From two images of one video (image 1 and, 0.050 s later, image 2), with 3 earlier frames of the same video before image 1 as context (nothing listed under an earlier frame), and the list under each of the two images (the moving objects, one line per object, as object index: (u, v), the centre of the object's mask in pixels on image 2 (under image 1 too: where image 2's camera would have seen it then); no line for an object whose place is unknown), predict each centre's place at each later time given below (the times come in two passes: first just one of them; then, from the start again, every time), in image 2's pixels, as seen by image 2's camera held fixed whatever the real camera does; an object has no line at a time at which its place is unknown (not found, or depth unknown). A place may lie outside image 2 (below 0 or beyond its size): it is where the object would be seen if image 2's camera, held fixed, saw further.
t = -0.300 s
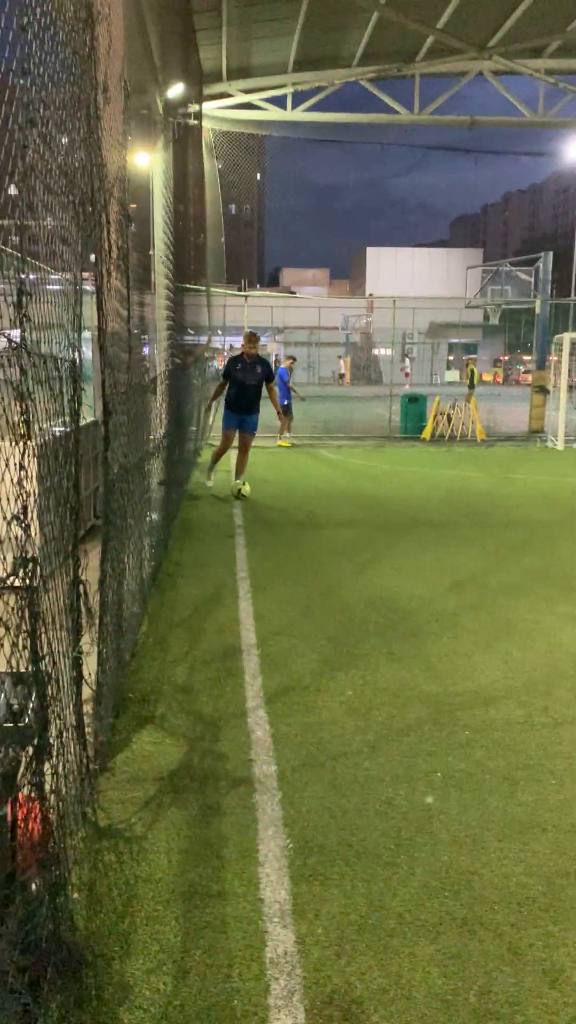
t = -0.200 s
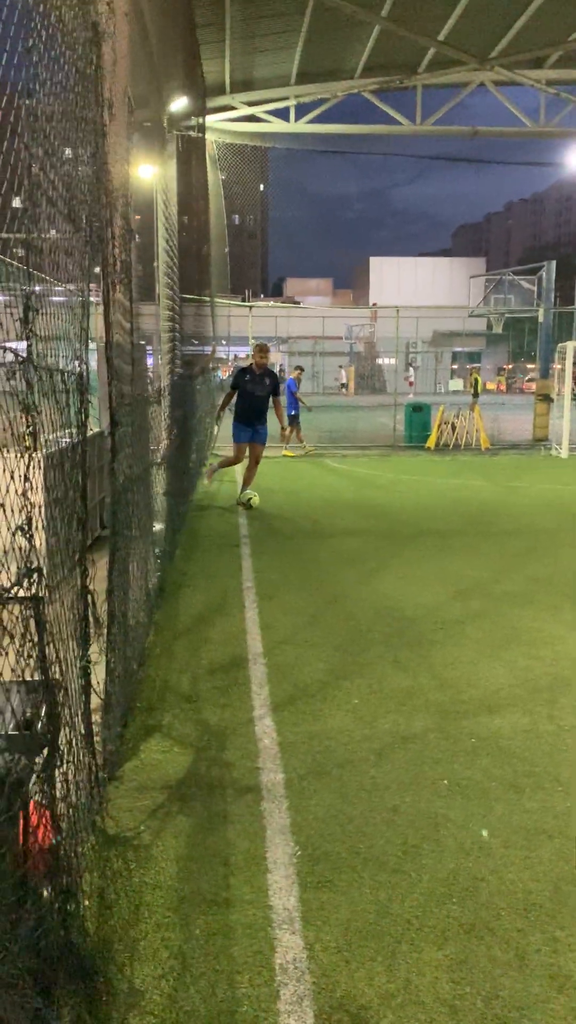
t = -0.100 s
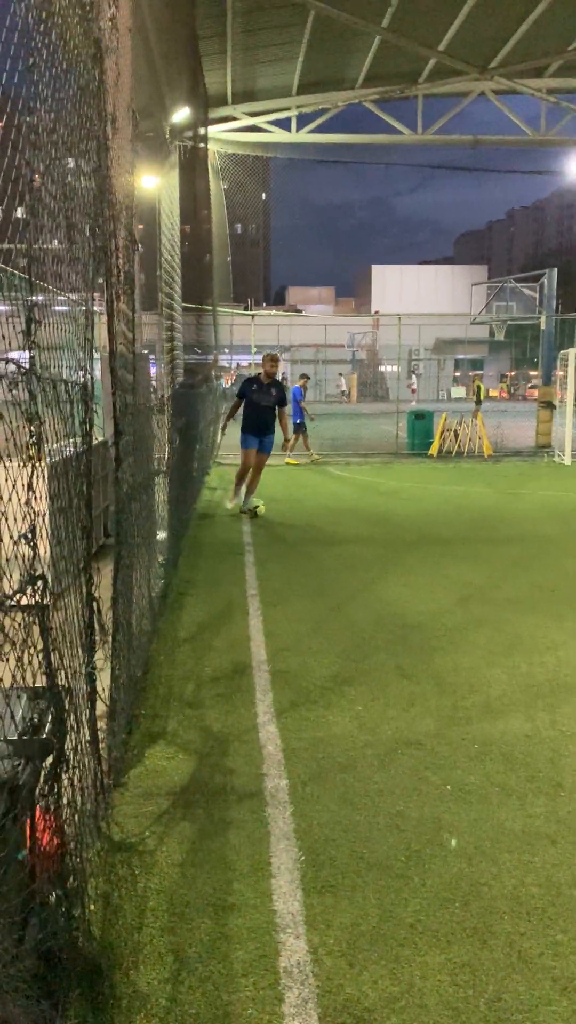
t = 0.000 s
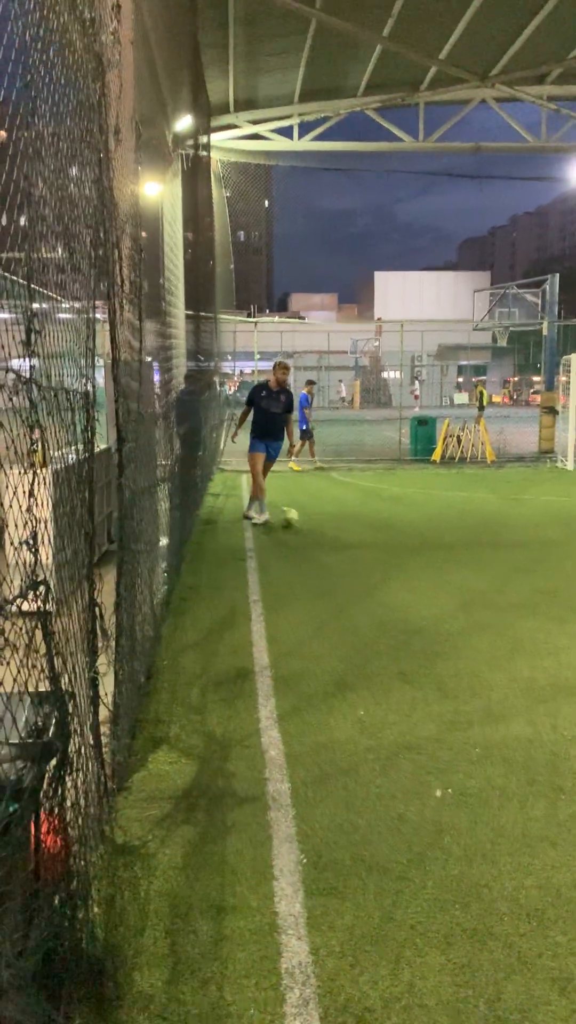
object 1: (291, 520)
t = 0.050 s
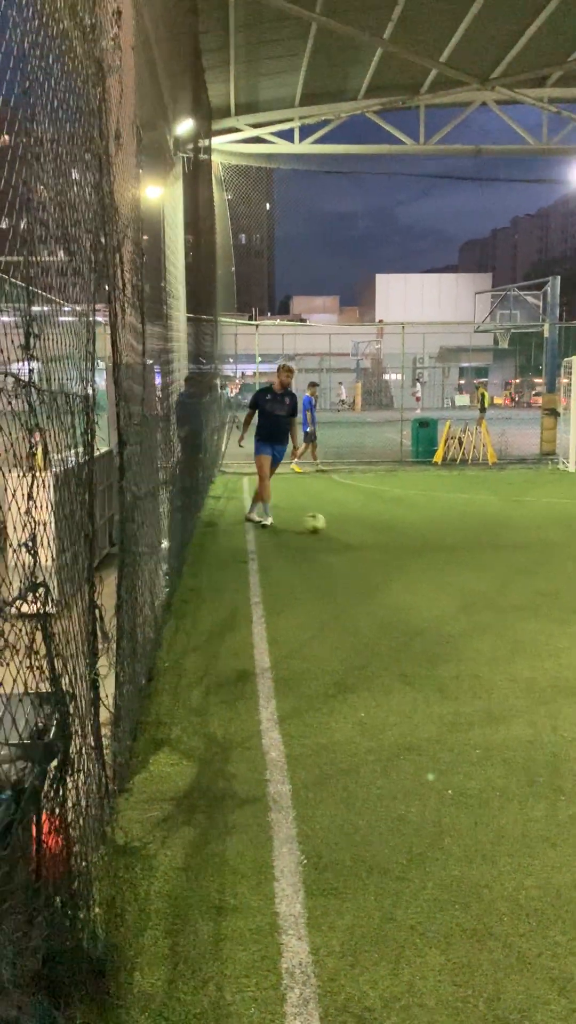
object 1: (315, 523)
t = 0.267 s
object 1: (428, 537)
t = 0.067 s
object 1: (324, 524)
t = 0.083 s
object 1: (333, 525)
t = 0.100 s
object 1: (340, 526)
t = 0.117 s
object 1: (349, 527)
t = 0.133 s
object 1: (357, 528)
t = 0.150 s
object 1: (366, 529)
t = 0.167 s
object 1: (375, 531)
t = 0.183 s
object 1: (384, 532)
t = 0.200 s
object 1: (392, 533)
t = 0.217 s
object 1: (401, 534)
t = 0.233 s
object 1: (410, 535)
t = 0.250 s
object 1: (419, 536)
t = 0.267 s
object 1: (428, 537)
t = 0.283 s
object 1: (437, 539)
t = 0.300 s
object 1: (445, 540)
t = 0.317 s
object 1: (454, 540)
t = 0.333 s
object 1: (462, 541)
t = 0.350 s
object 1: (470, 541)
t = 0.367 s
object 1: (479, 542)
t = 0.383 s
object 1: (488, 544)
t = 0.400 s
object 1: (497, 545)
